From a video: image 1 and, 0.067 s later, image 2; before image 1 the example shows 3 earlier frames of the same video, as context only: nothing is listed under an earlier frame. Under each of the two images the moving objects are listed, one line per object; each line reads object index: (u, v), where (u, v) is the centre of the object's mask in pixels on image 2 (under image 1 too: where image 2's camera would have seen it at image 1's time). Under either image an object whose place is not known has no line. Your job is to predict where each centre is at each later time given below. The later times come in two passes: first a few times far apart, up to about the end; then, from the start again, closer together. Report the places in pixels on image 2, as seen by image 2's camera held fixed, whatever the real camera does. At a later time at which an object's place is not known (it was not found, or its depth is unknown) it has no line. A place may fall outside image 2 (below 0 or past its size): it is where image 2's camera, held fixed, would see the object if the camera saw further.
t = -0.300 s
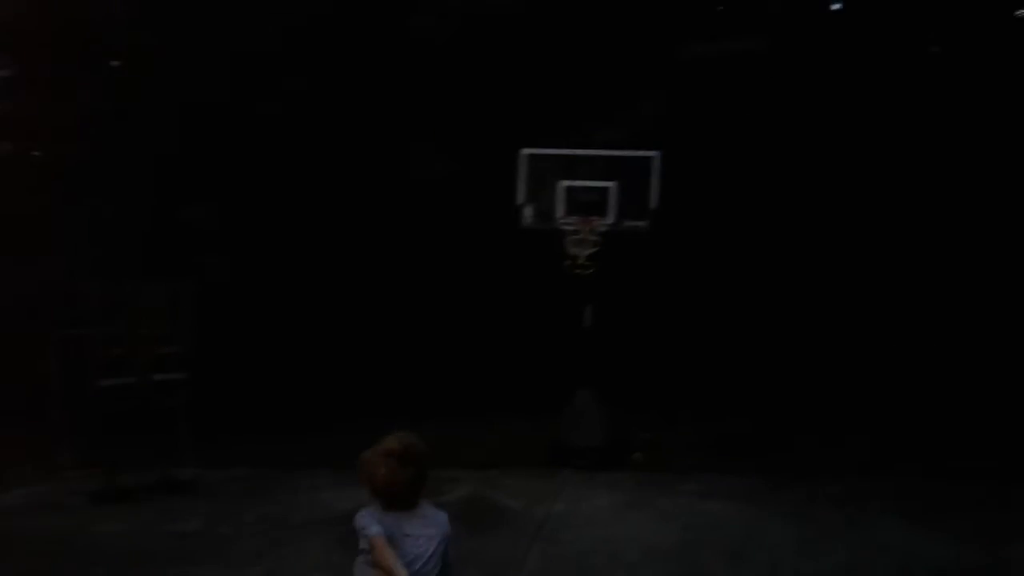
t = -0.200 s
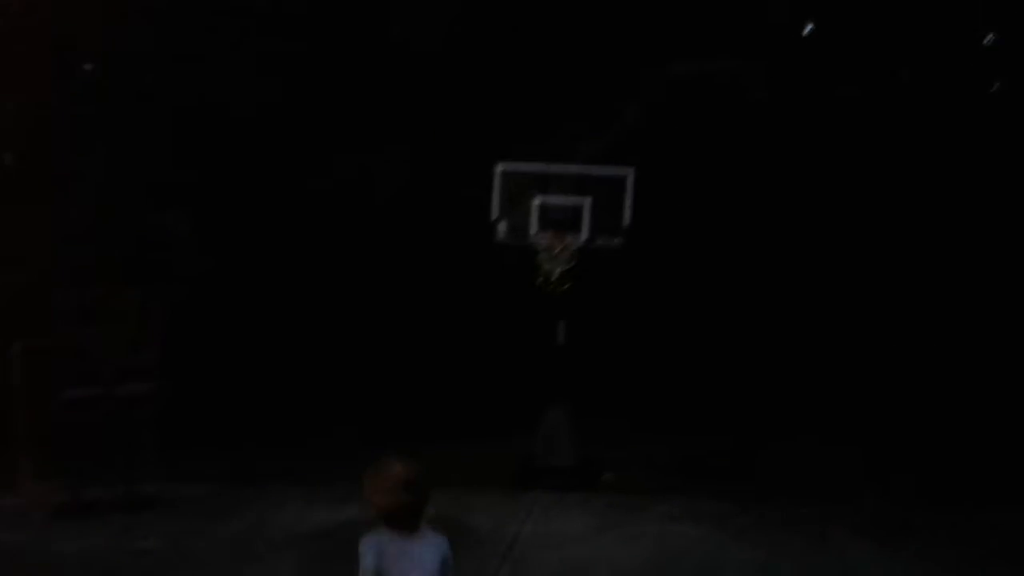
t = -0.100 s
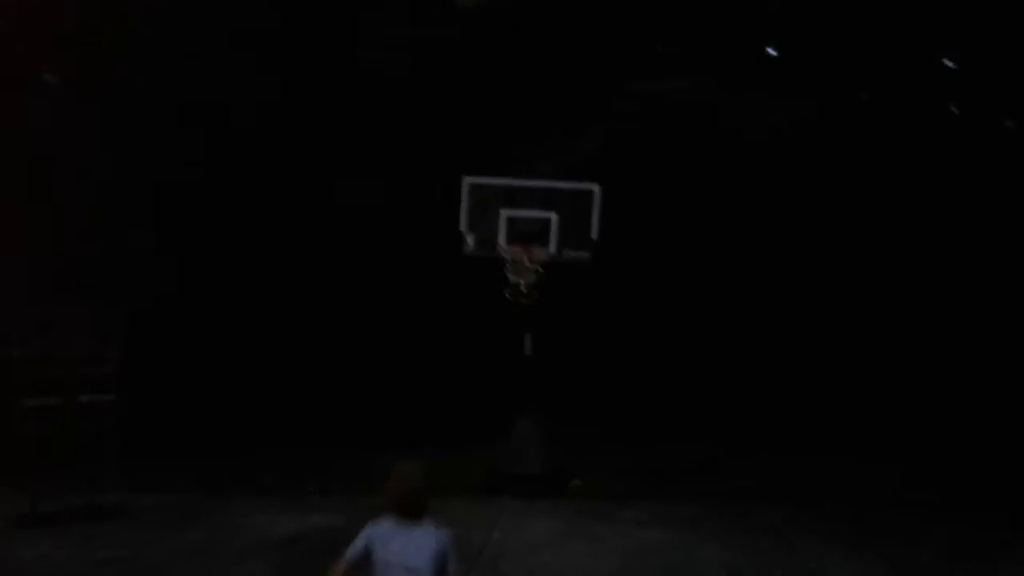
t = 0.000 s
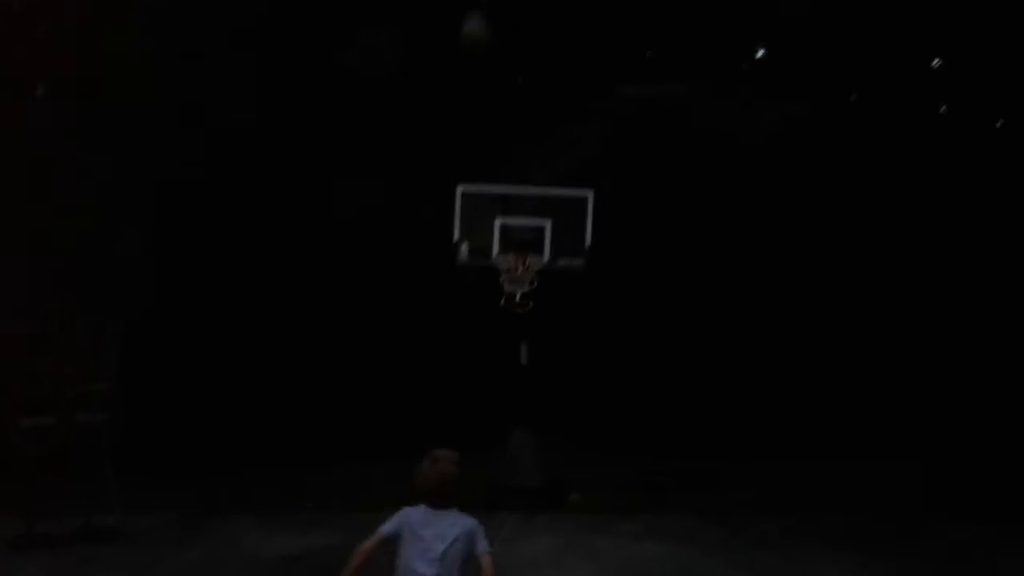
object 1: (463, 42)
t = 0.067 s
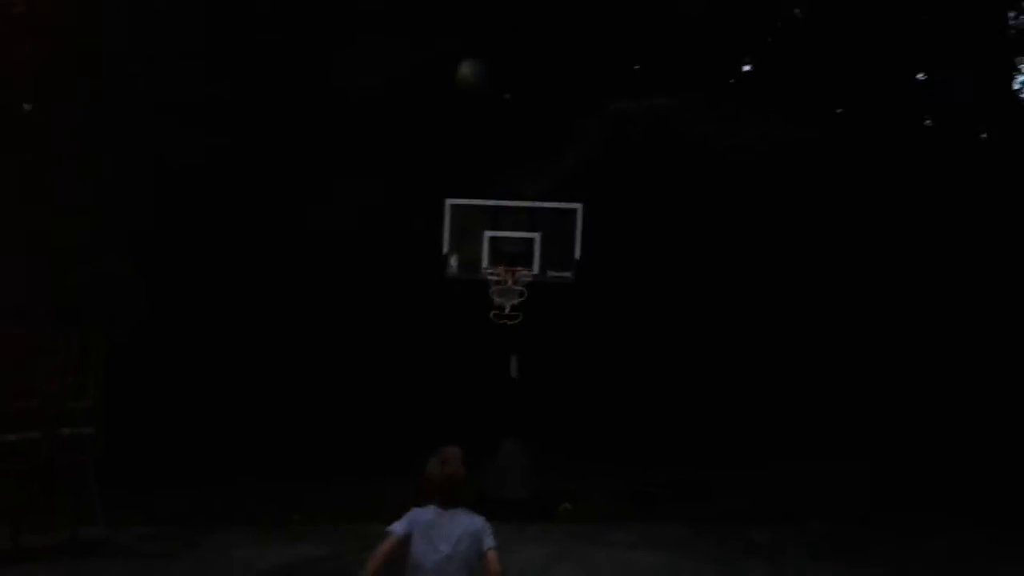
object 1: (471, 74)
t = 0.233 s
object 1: (485, 170)
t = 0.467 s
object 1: (486, 242)
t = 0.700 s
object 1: (452, 214)
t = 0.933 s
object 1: (415, 241)
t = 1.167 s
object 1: (372, 345)
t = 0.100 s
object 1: (473, 88)
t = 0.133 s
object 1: (477, 117)
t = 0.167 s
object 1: (480, 137)
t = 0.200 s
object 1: (483, 154)
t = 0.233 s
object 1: (485, 170)
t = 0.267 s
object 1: (488, 188)
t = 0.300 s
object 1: (491, 206)
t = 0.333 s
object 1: (493, 224)
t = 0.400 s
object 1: (496, 262)
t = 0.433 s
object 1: (492, 253)
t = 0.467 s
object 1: (486, 242)
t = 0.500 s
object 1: (481, 235)
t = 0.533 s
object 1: (477, 228)
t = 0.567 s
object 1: (472, 224)
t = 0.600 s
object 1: (467, 218)
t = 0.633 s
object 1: (462, 214)
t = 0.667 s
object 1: (457, 213)
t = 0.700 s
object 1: (452, 214)
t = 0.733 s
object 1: (446, 214)
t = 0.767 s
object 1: (440, 216)
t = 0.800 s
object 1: (436, 218)
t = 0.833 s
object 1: (431, 221)
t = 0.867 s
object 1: (424, 224)
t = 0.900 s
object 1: (420, 234)
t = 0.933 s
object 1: (415, 241)
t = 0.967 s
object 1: (409, 253)
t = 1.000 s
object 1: (403, 263)
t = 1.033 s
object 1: (396, 275)
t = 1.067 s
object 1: (390, 290)
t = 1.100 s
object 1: (385, 307)
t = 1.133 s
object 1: (378, 325)
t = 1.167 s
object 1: (372, 345)
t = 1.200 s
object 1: (365, 367)
